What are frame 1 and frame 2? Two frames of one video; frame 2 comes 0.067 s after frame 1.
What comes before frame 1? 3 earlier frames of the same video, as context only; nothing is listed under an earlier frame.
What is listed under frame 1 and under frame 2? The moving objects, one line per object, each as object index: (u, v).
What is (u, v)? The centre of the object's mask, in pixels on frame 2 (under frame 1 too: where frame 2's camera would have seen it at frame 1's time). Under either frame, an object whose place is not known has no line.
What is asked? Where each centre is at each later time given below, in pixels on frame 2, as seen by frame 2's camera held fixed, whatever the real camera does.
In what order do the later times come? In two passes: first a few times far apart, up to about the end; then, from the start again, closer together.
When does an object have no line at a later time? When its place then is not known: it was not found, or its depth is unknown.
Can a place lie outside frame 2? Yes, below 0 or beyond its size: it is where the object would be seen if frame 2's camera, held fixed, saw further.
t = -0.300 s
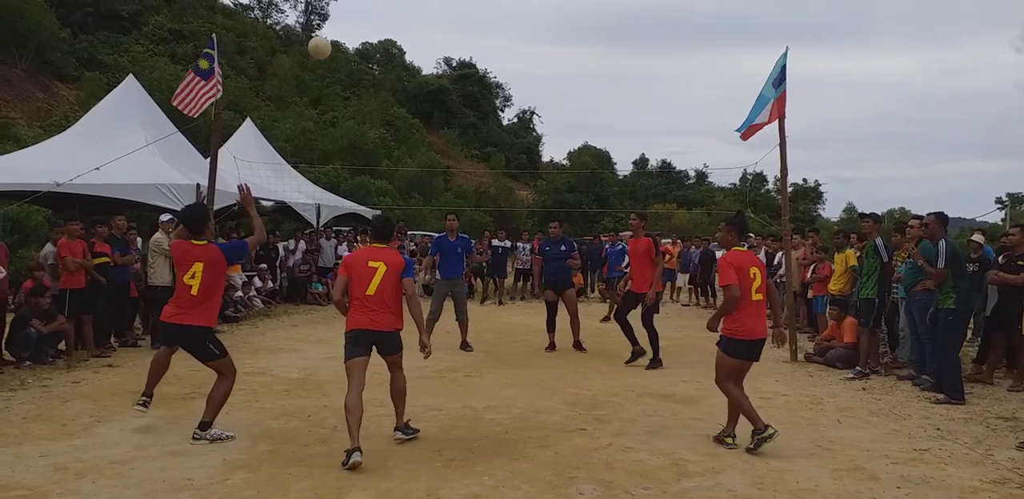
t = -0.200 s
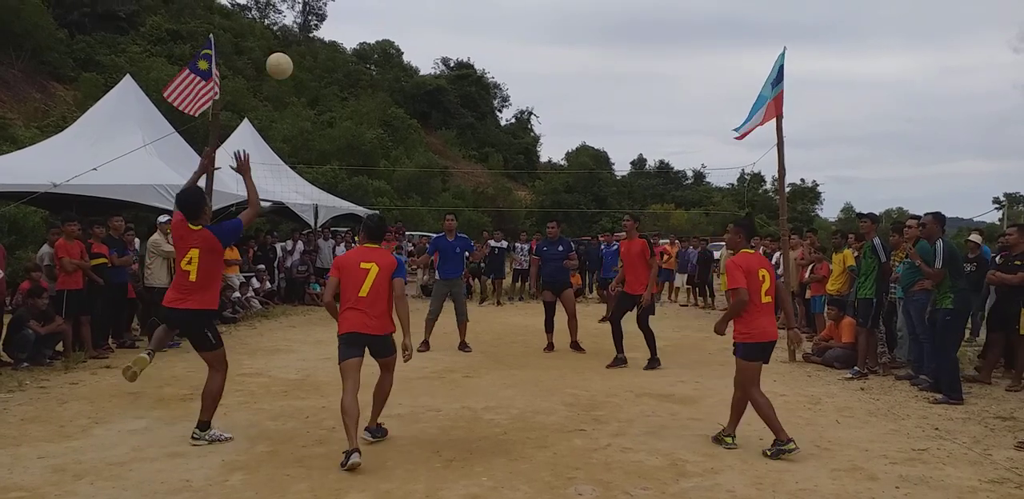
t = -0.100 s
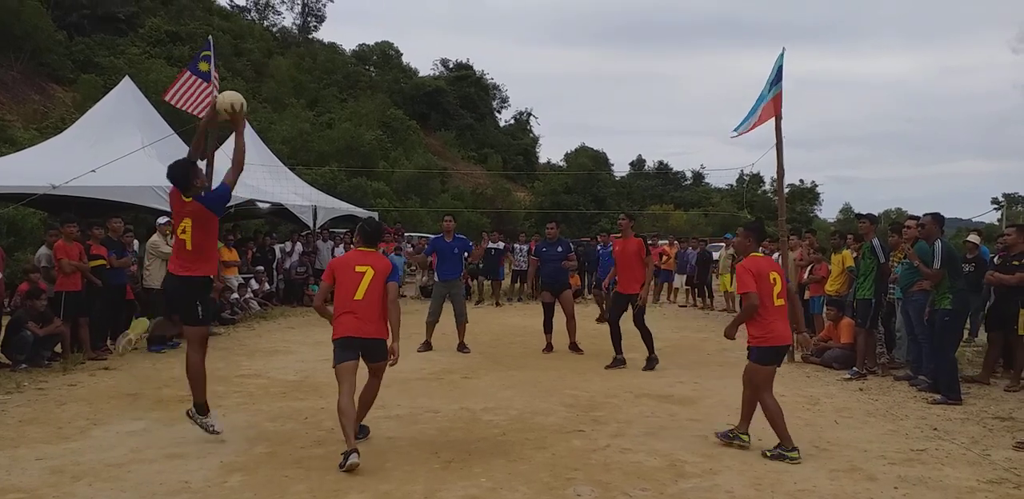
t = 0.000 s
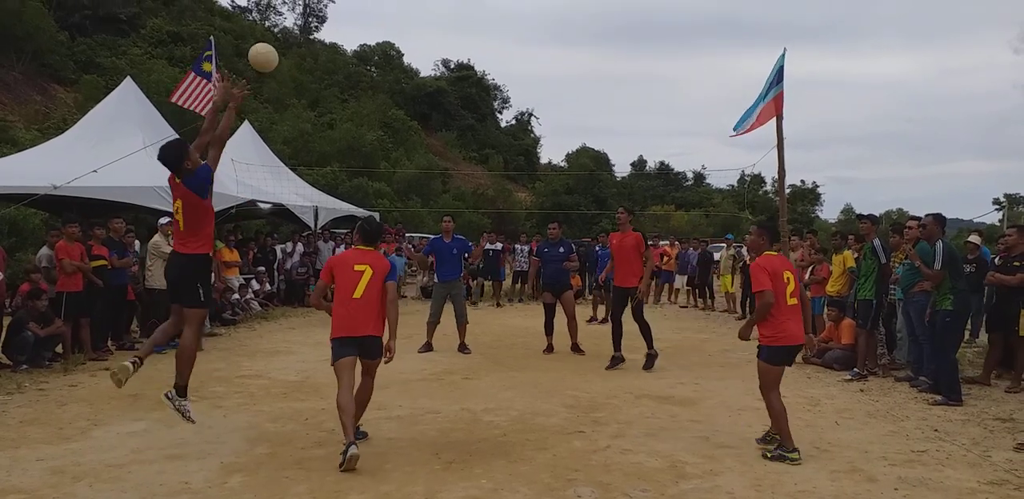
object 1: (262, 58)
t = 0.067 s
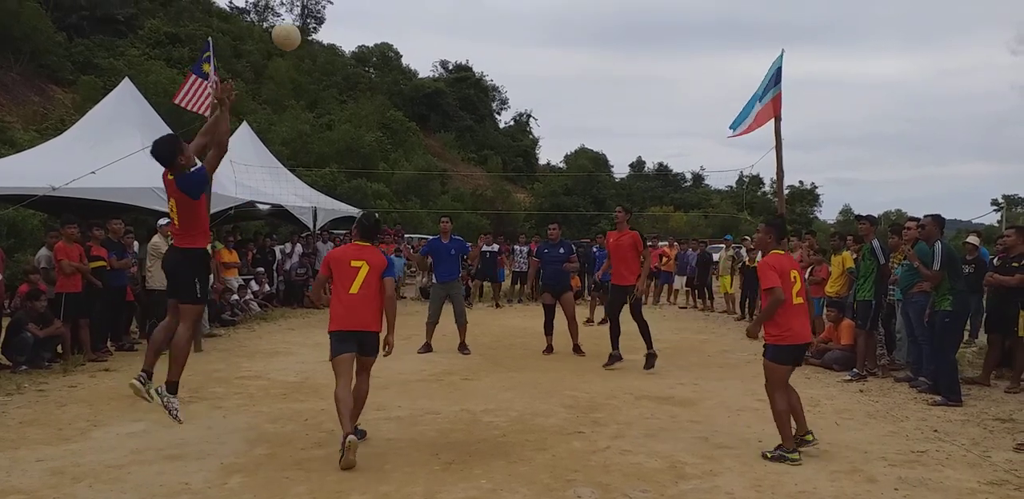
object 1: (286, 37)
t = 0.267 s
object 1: (352, 12)
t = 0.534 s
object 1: (422, 50)
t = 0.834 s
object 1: (483, 167)
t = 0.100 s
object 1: (298, 28)
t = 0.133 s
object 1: (310, 21)
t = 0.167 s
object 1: (322, 16)
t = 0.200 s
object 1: (332, 13)
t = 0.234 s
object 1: (341, 12)
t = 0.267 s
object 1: (352, 12)
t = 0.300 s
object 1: (363, 12)
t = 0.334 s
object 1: (372, 14)
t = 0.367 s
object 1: (379, 16)
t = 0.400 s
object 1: (390, 21)
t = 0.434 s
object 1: (399, 26)
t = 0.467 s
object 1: (406, 33)
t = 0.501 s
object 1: (414, 41)
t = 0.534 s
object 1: (422, 50)
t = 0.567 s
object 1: (430, 60)
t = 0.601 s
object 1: (437, 70)
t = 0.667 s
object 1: (451, 94)
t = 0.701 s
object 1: (457, 108)
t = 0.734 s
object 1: (464, 121)
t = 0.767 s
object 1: (471, 136)
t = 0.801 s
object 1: (477, 151)
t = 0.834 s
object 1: (483, 167)
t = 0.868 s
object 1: (489, 184)
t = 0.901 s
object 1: (494, 200)
